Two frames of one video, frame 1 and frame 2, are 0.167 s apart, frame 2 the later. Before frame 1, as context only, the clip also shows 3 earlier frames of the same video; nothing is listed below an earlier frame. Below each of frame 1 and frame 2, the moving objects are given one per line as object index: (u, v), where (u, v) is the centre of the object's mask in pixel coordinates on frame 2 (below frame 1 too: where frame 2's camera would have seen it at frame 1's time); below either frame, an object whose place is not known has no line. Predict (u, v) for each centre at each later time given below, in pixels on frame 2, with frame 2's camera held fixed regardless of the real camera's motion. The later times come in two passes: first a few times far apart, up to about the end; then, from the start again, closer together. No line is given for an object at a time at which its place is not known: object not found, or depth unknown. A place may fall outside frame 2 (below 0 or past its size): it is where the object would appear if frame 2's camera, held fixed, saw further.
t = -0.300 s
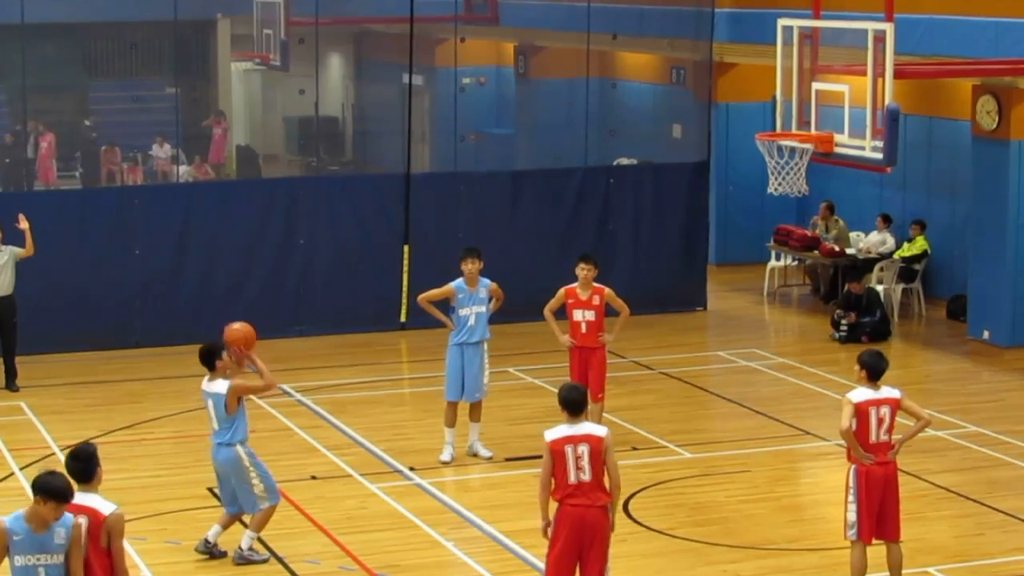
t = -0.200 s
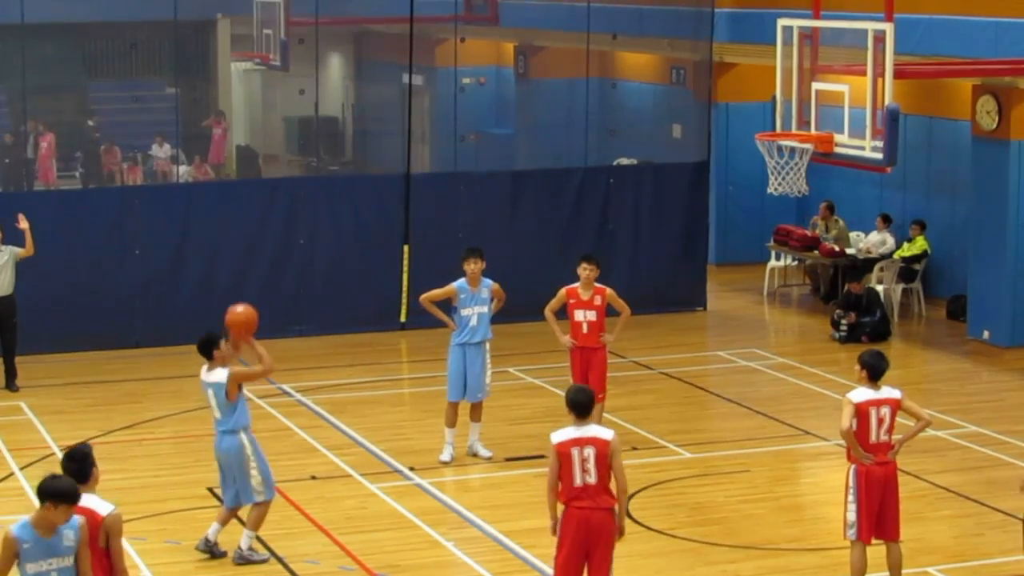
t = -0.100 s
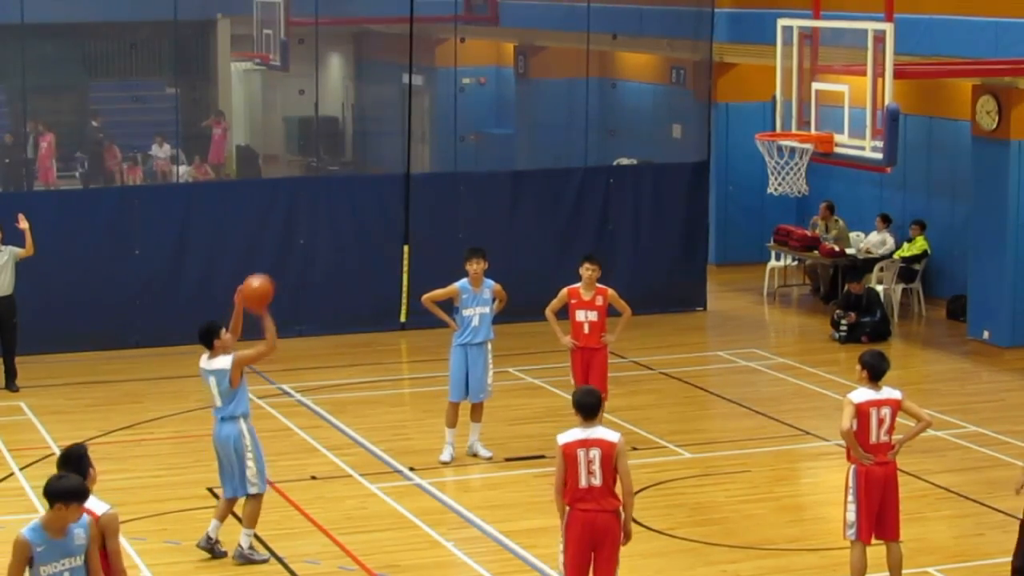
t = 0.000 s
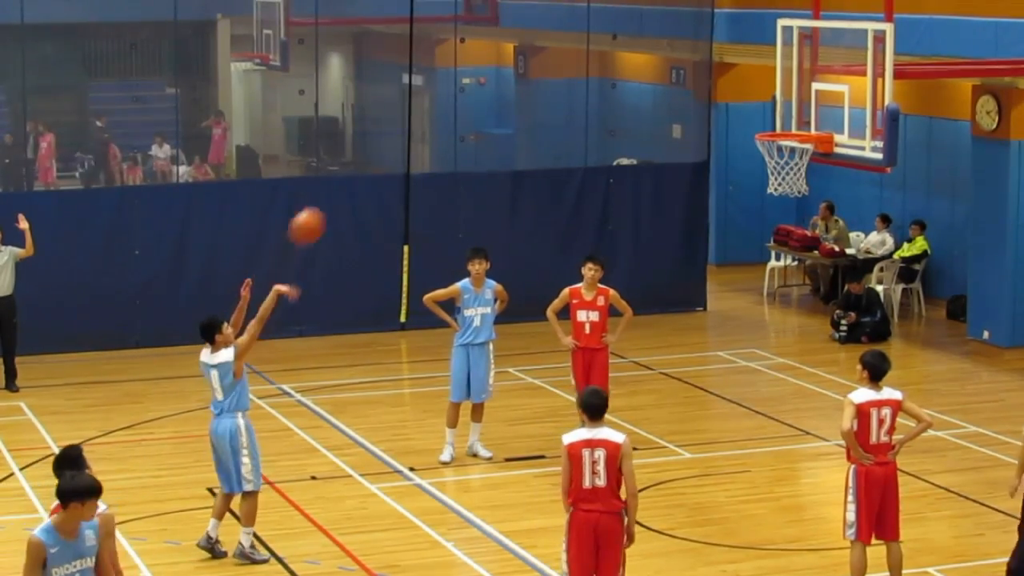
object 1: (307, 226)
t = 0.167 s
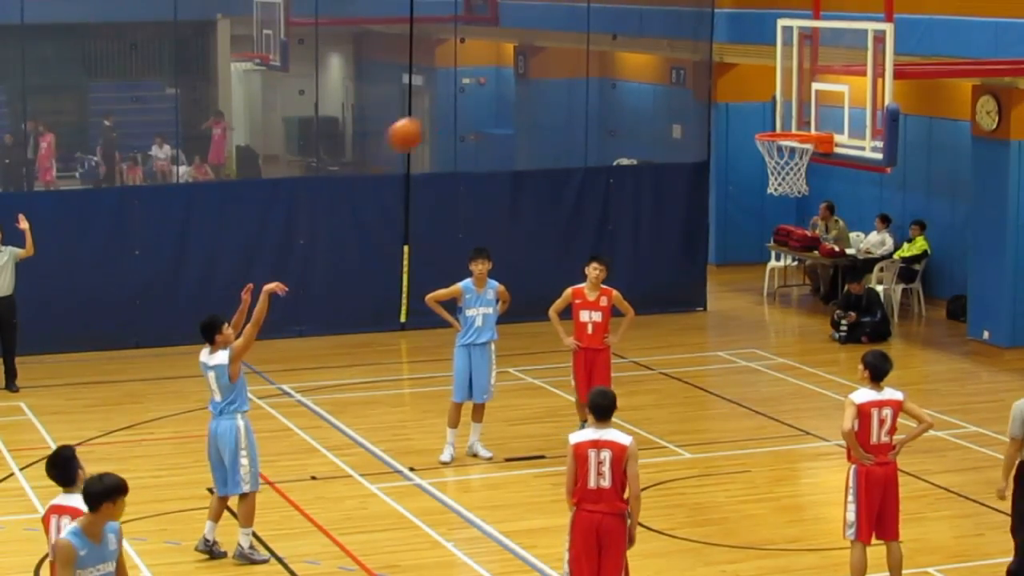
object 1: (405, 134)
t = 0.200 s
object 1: (425, 121)
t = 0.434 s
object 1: (556, 63)
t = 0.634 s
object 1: (666, 70)
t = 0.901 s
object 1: (804, 153)
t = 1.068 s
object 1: (803, 223)
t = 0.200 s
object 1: (425, 121)
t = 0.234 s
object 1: (443, 107)
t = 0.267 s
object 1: (463, 97)
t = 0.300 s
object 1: (482, 87)
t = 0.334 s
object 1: (501, 79)
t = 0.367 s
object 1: (520, 73)
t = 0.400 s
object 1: (537, 67)
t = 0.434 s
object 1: (556, 63)
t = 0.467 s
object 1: (575, 61)
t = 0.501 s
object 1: (593, 60)
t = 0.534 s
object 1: (611, 61)
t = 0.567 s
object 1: (629, 63)
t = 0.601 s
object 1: (648, 66)
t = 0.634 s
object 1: (666, 70)
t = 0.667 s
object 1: (683, 75)
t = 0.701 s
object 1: (701, 83)
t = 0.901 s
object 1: (804, 153)
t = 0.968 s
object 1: (806, 179)
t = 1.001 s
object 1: (805, 191)
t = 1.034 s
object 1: (804, 206)
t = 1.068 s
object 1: (803, 223)
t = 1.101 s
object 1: (803, 240)
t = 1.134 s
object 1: (802, 258)
